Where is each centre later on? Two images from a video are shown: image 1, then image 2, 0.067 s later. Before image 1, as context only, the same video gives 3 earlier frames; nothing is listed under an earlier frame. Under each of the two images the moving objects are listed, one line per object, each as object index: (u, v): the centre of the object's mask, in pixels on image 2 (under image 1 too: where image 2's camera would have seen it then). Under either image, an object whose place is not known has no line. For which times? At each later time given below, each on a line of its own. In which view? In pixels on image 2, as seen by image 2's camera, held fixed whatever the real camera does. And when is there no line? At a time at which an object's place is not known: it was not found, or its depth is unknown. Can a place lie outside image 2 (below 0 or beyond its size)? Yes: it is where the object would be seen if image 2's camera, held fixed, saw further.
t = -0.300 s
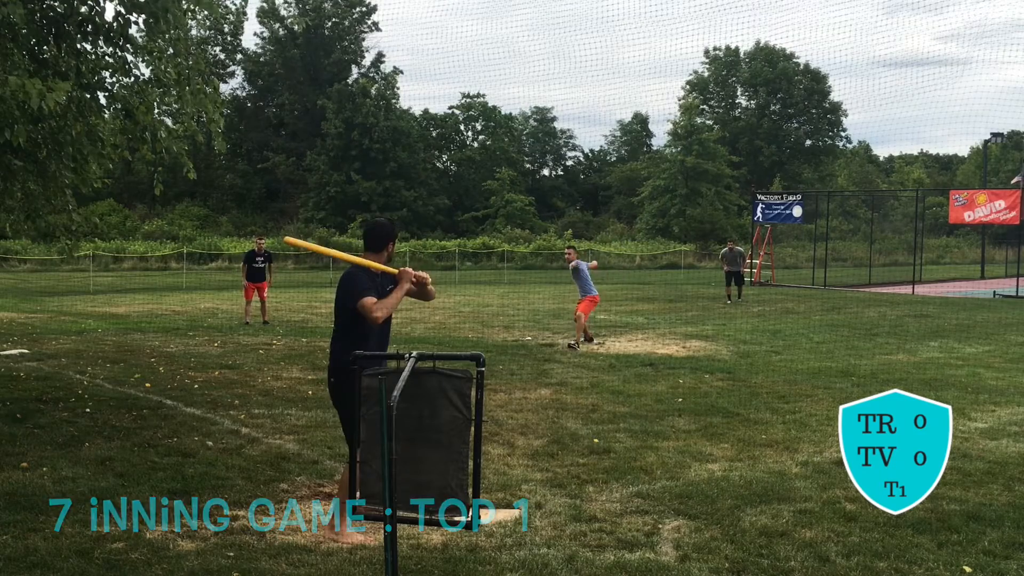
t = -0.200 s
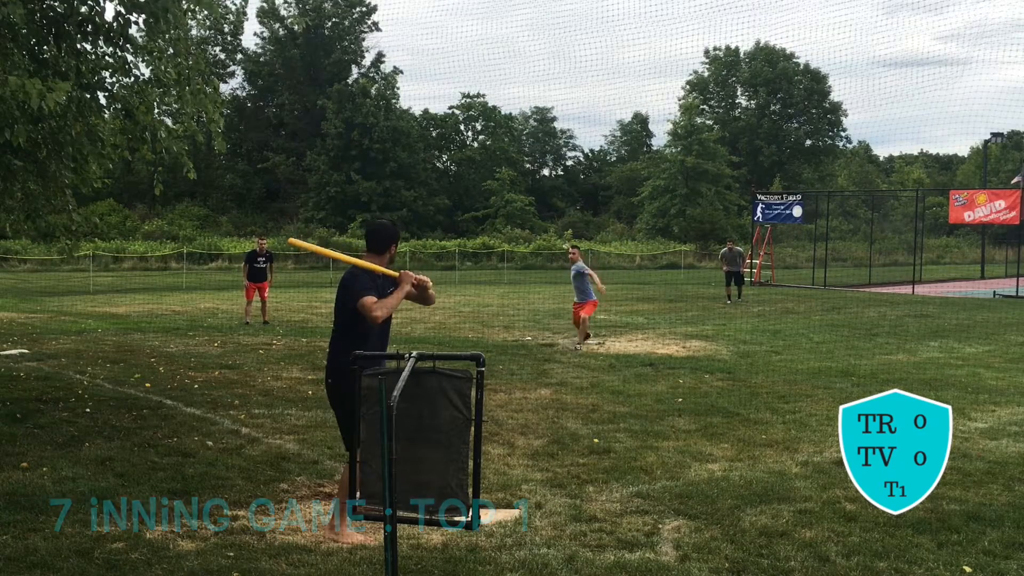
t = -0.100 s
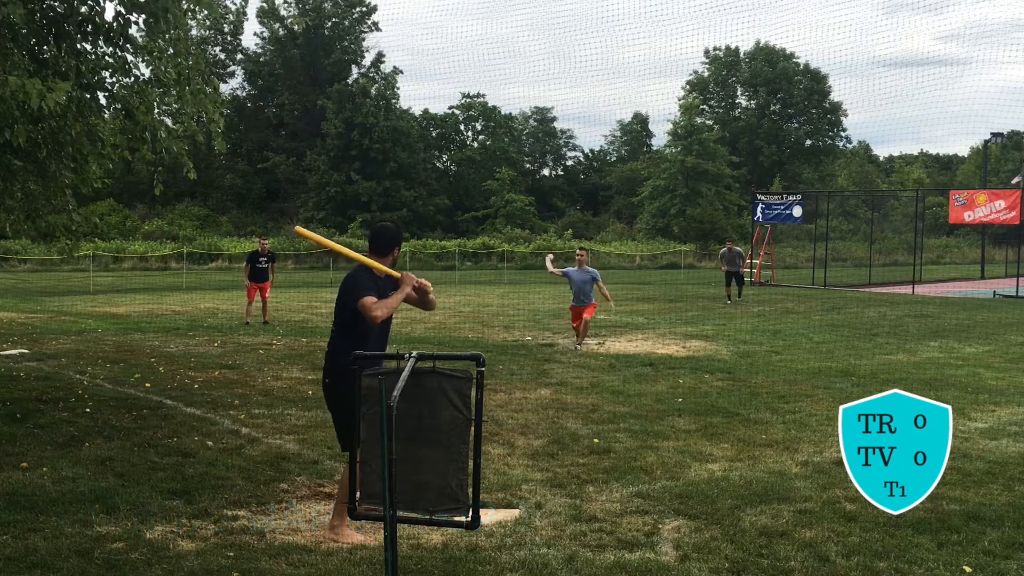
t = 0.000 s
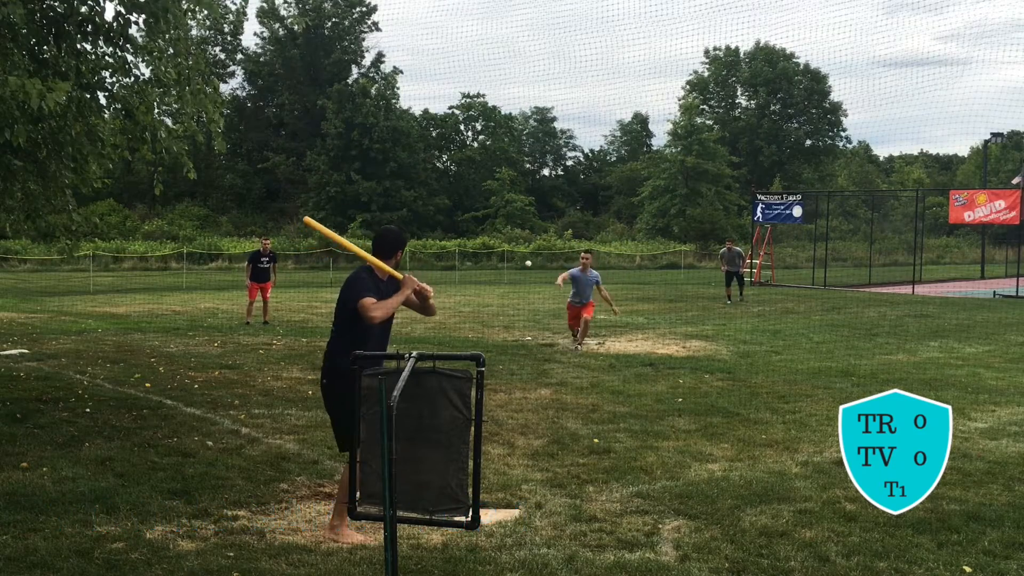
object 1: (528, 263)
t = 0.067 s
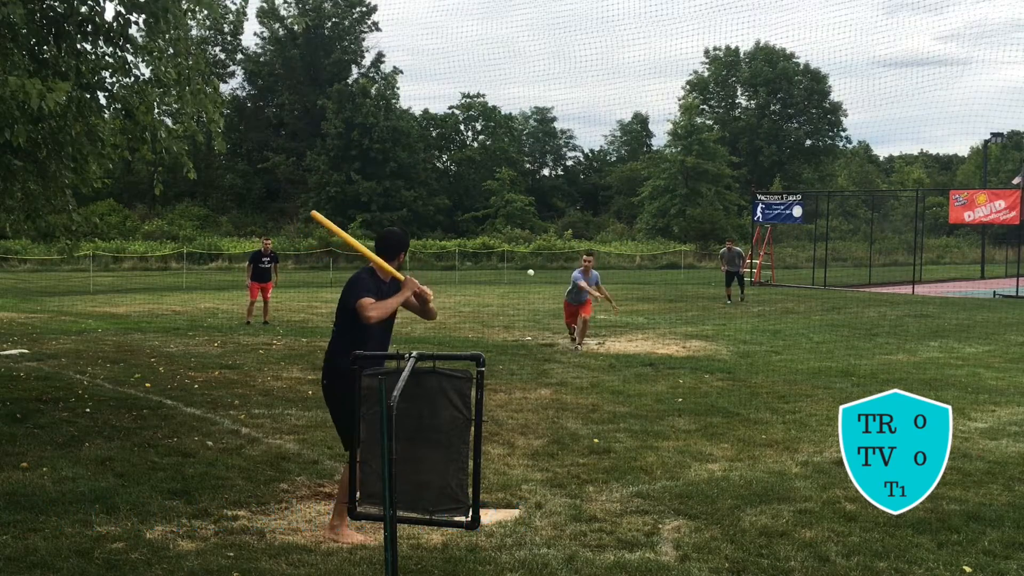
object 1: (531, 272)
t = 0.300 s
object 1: (543, 369)
